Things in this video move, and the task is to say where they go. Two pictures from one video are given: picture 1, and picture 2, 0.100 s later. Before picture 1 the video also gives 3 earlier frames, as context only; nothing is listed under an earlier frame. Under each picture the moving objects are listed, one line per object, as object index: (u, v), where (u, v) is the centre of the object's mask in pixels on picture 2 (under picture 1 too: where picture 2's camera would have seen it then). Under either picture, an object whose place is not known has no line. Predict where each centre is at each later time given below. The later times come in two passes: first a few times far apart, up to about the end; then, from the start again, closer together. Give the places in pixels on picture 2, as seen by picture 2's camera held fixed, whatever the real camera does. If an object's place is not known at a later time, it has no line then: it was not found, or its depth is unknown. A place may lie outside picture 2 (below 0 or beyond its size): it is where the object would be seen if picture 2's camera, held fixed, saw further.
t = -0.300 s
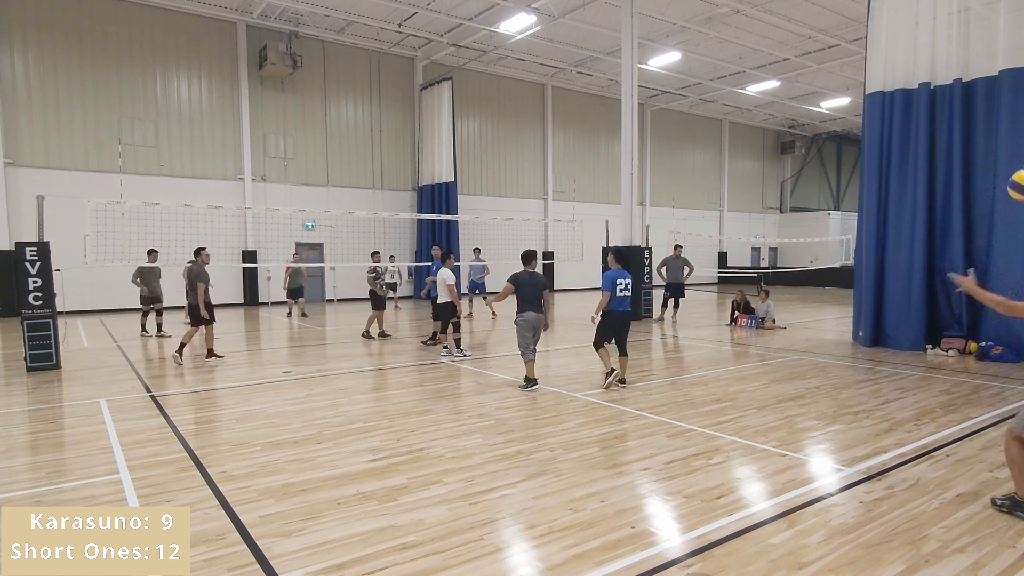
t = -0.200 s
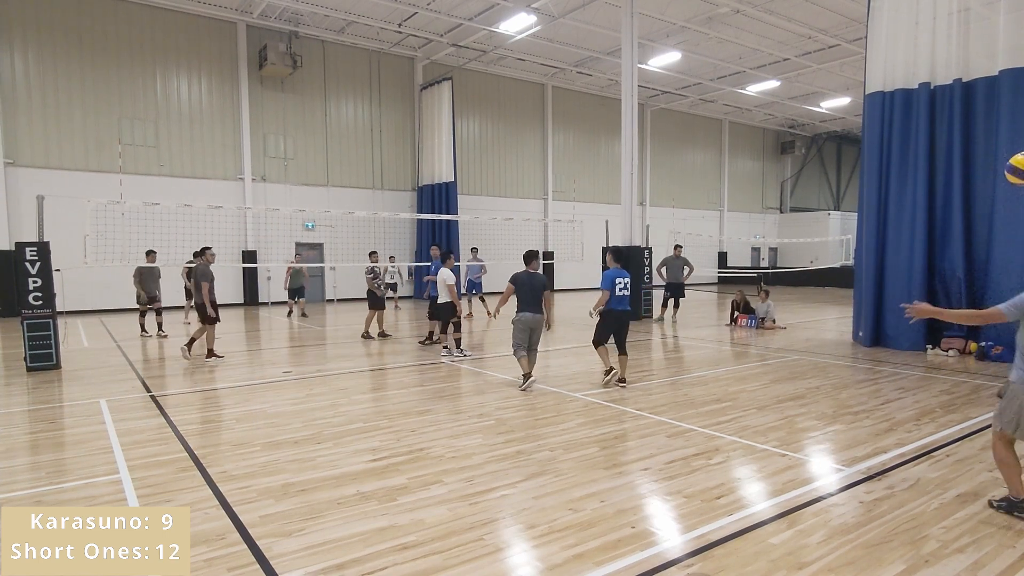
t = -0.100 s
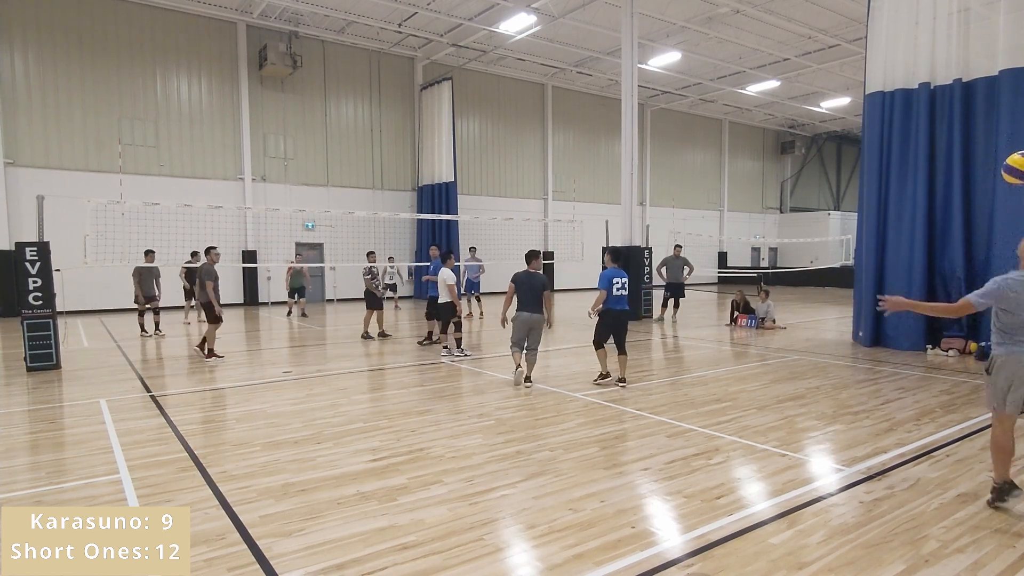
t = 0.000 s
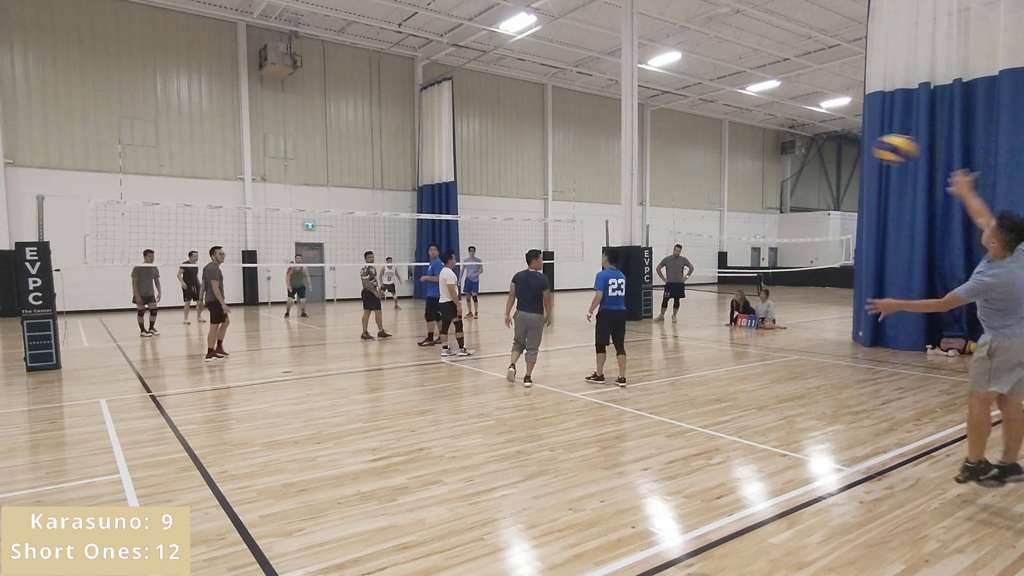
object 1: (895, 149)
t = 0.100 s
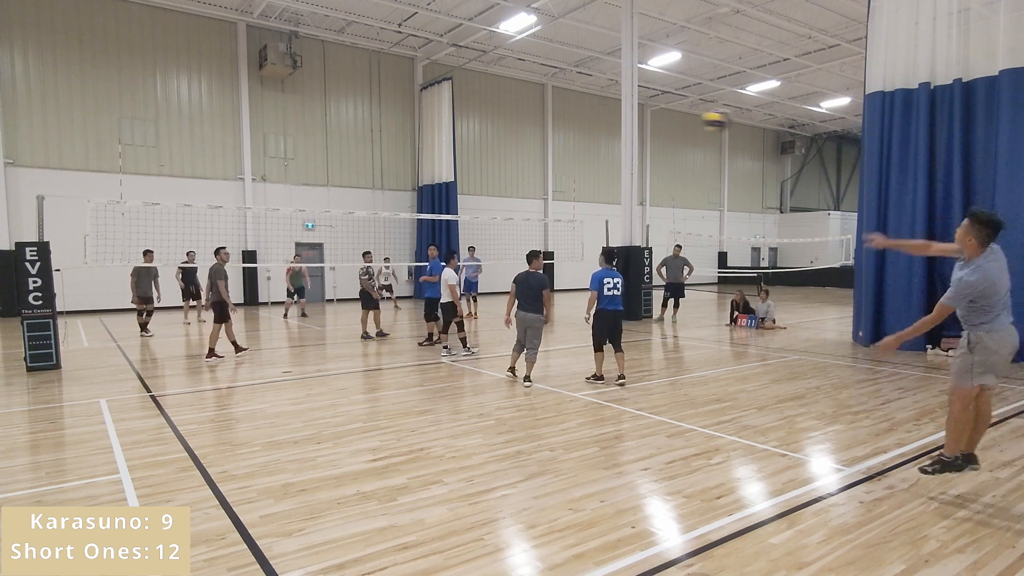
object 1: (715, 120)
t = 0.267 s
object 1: (549, 106)
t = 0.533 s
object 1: (421, 126)
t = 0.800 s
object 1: (350, 171)
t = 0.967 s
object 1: (321, 205)
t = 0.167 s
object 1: (637, 112)
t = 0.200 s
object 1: (604, 108)
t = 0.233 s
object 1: (575, 107)
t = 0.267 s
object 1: (549, 106)
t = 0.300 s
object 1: (527, 106)
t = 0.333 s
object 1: (507, 107)
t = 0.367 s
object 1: (489, 108)
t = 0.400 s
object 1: (472, 110)
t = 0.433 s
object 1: (458, 113)
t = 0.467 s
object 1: (444, 117)
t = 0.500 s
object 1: (432, 121)
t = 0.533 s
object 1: (421, 126)
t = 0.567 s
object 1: (410, 131)
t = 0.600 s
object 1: (399, 136)
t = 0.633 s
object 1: (390, 142)
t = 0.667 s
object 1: (381, 147)
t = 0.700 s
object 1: (372, 153)
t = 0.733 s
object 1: (365, 159)
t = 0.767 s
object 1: (357, 165)
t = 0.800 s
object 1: (350, 171)
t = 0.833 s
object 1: (343, 178)
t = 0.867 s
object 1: (337, 184)
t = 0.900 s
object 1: (331, 191)
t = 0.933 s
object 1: (327, 197)
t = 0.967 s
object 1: (321, 205)
